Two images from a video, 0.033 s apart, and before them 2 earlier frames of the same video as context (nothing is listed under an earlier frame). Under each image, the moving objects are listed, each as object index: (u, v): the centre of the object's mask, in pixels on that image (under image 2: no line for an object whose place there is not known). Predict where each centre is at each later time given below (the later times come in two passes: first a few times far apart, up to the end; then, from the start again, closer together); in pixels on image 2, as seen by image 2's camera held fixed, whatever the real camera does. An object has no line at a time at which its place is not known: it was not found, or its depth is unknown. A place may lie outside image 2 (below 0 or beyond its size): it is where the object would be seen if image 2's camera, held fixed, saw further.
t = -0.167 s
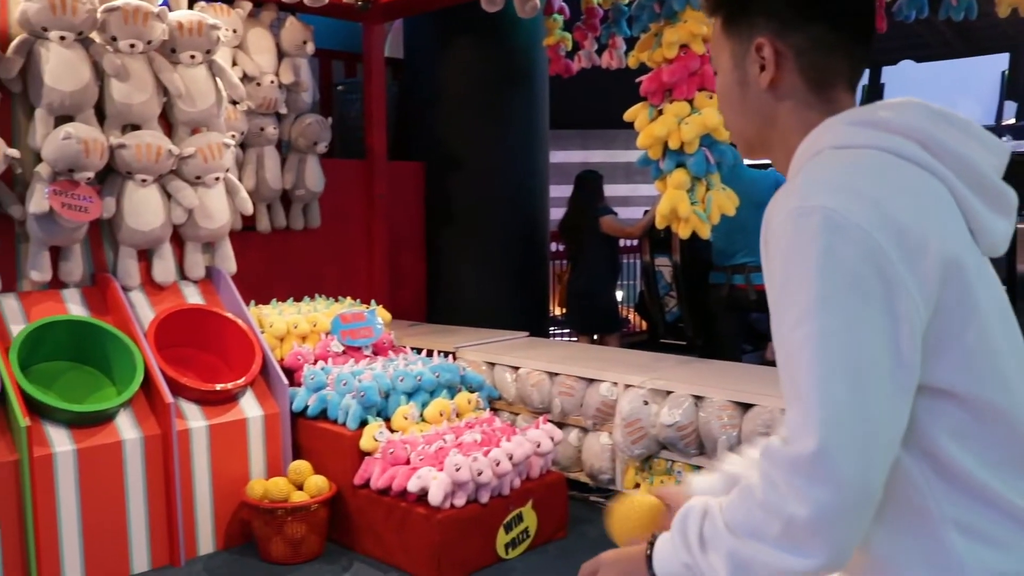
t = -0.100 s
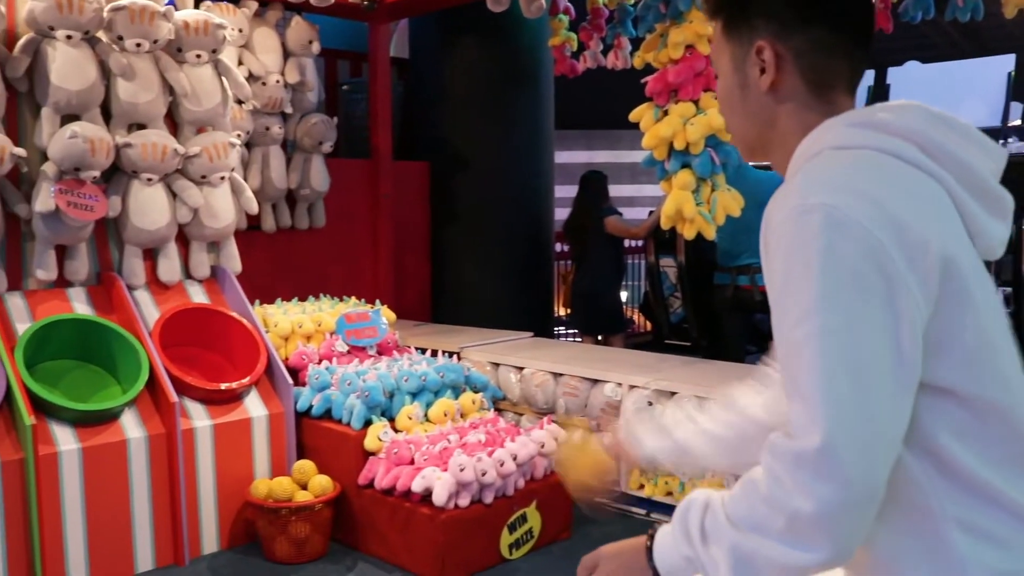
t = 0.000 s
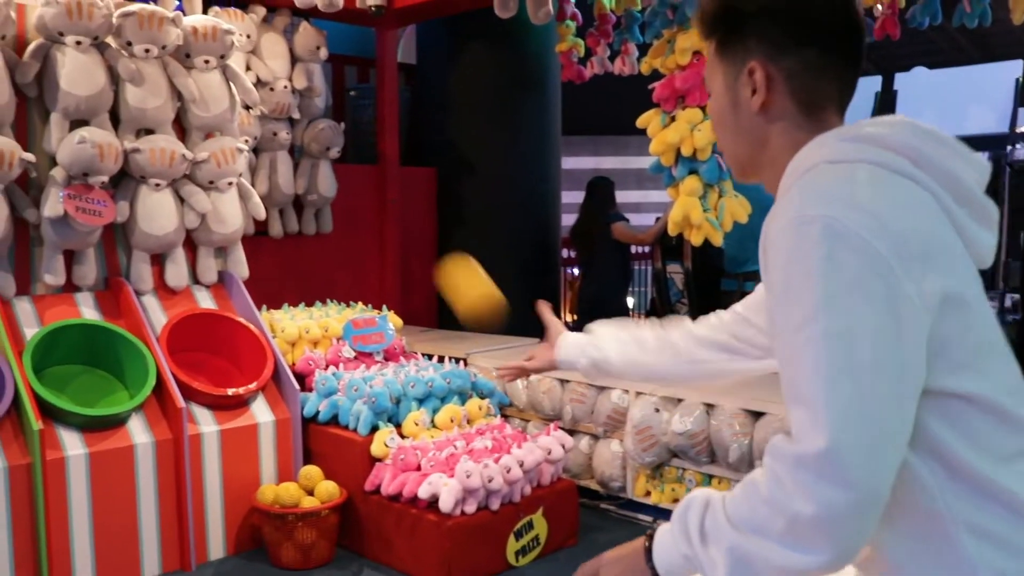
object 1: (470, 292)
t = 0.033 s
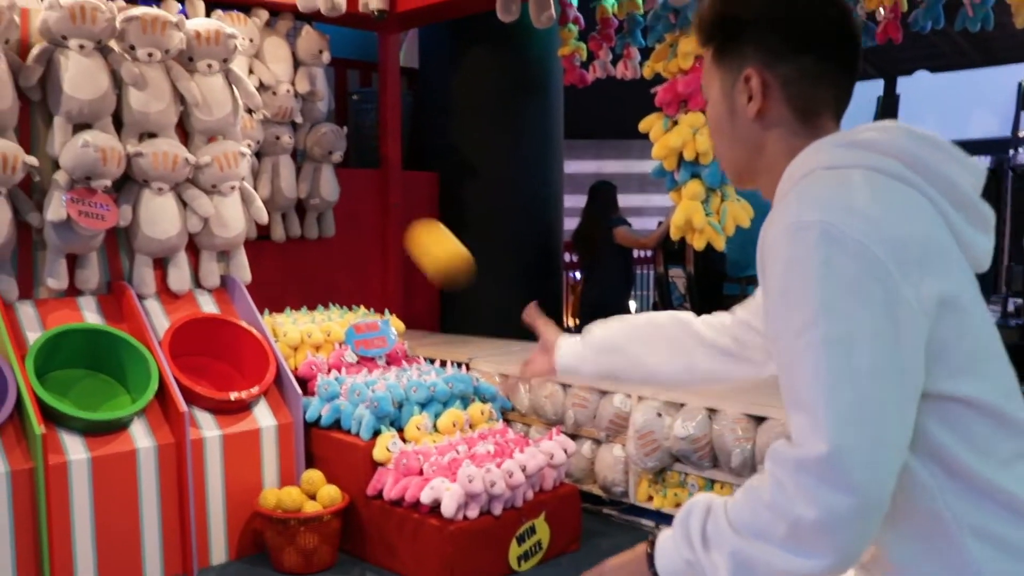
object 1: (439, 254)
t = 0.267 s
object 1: (264, 143)
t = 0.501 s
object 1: (156, 247)
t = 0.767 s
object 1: (118, 391)
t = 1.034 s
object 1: (182, 464)
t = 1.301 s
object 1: (257, 556)
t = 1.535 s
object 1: (312, 564)
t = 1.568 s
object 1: (319, 571)
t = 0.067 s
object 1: (407, 219)
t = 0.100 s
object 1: (378, 192)
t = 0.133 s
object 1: (353, 171)
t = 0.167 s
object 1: (326, 155)
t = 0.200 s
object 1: (304, 147)
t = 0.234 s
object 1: (283, 143)
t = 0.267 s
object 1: (264, 143)
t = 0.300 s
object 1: (247, 147)
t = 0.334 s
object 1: (227, 156)
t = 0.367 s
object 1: (208, 170)
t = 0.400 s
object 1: (194, 184)
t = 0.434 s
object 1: (182, 200)
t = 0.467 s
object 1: (169, 223)
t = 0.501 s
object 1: (156, 247)
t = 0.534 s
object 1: (145, 271)
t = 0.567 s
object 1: (132, 300)
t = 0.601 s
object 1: (124, 327)
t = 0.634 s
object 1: (115, 358)
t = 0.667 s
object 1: (107, 390)
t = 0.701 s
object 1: (106, 401)
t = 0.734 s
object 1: (111, 396)
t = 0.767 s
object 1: (118, 391)
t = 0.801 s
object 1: (125, 389)
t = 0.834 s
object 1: (132, 390)
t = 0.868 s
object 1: (140, 394)
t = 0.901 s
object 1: (148, 401)
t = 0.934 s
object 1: (156, 411)
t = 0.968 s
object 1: (164, 424)
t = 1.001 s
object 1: (173, 442)
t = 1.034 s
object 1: (182, 464)
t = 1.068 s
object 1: (192, 488)
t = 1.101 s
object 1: (201, 517)
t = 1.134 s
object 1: (212, 547)
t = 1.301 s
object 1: (257, 556)
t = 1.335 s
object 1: (263, 553)
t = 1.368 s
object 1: (270, 550)
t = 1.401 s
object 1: (277, 548)
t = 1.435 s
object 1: (285, 548)
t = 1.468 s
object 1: (294, 552)
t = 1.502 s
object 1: (303, 557)
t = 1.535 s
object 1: (312, 564)
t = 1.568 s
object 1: (319, 571)
